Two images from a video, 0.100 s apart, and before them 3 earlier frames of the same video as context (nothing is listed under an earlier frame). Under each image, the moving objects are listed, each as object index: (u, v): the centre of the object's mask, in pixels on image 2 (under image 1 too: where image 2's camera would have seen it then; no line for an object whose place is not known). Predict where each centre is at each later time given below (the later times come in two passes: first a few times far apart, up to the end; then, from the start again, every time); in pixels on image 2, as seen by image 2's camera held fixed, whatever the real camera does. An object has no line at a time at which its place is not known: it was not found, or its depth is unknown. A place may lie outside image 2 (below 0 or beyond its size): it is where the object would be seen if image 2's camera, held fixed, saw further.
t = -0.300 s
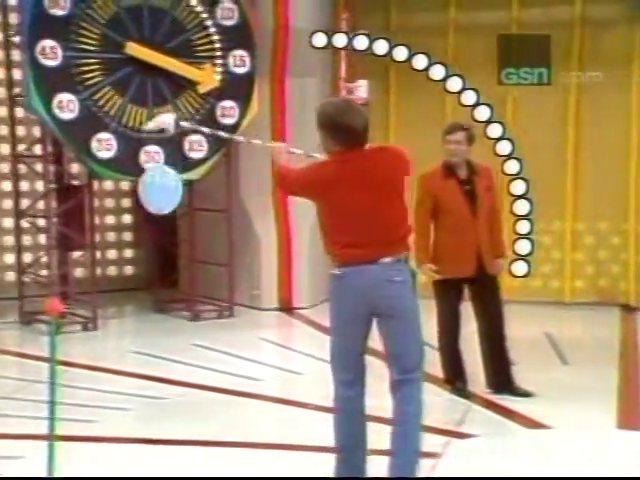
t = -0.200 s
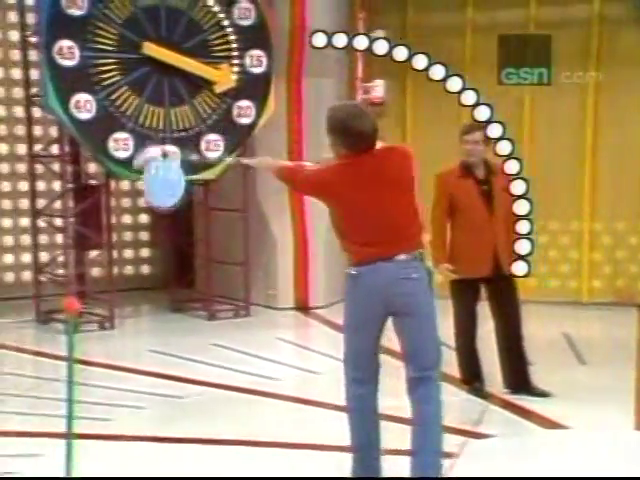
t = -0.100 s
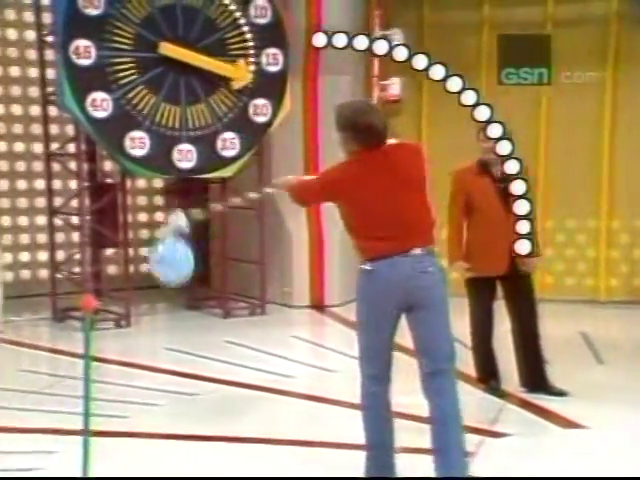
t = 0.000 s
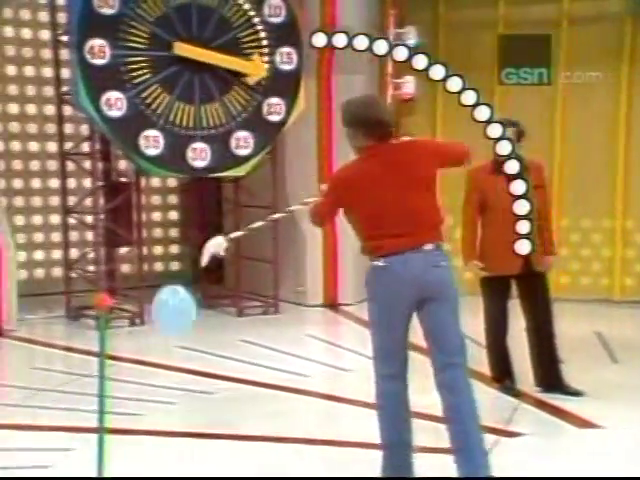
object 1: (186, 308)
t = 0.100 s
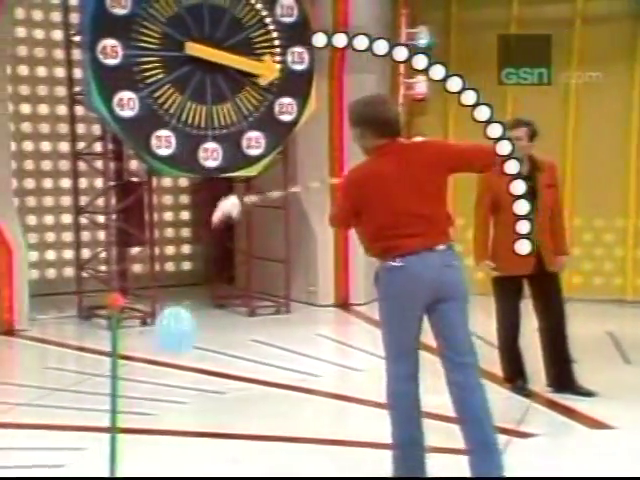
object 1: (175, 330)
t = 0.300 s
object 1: (154, 343)
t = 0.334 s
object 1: (151, 343)
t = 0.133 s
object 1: (171, 335)
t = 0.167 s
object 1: (168, 338)
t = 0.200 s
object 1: (164, 341)
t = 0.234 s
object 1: (161, 342)
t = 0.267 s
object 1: (157, 343)
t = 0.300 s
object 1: (154, 343)
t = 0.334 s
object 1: (151, 343)
